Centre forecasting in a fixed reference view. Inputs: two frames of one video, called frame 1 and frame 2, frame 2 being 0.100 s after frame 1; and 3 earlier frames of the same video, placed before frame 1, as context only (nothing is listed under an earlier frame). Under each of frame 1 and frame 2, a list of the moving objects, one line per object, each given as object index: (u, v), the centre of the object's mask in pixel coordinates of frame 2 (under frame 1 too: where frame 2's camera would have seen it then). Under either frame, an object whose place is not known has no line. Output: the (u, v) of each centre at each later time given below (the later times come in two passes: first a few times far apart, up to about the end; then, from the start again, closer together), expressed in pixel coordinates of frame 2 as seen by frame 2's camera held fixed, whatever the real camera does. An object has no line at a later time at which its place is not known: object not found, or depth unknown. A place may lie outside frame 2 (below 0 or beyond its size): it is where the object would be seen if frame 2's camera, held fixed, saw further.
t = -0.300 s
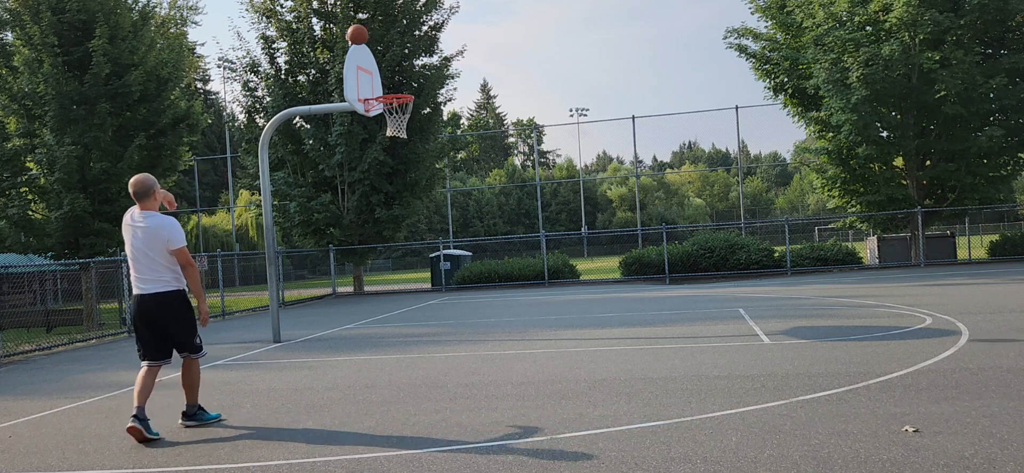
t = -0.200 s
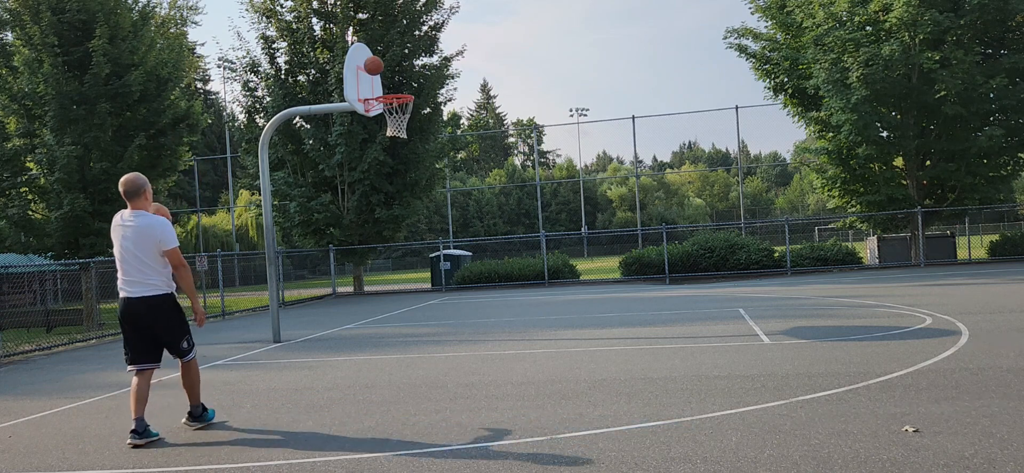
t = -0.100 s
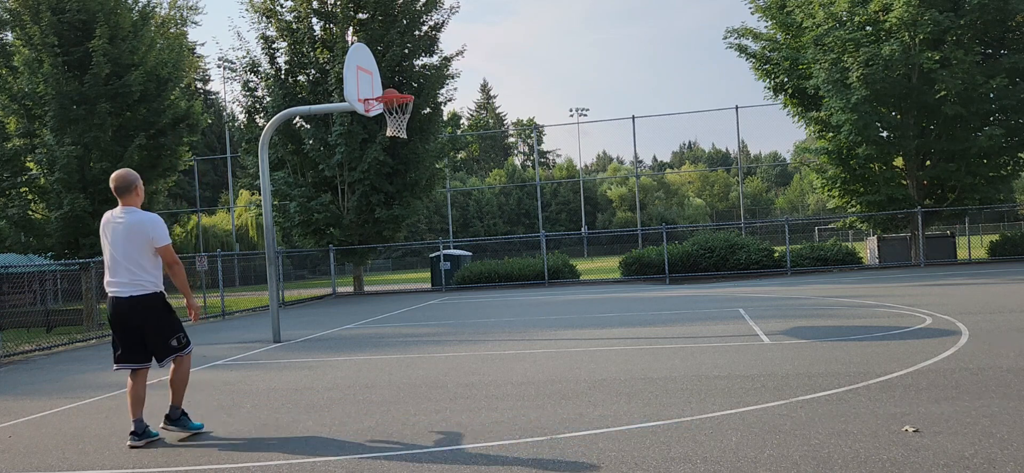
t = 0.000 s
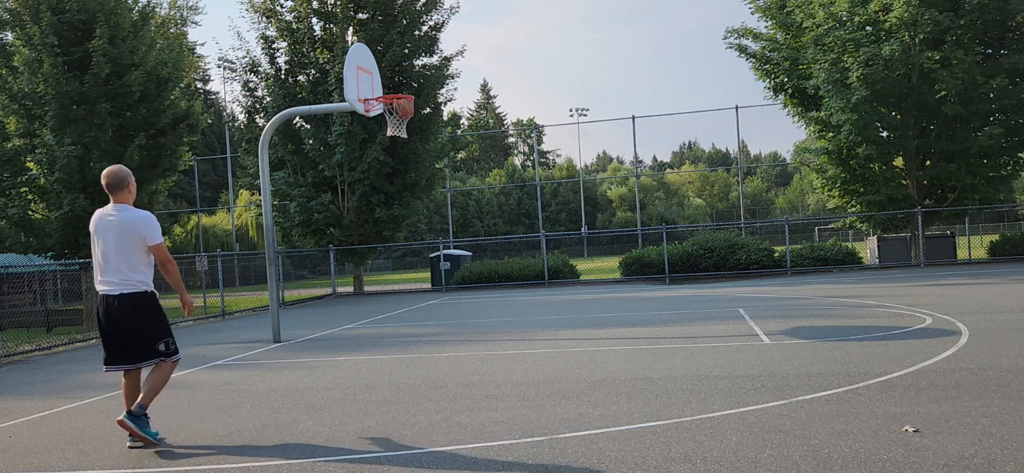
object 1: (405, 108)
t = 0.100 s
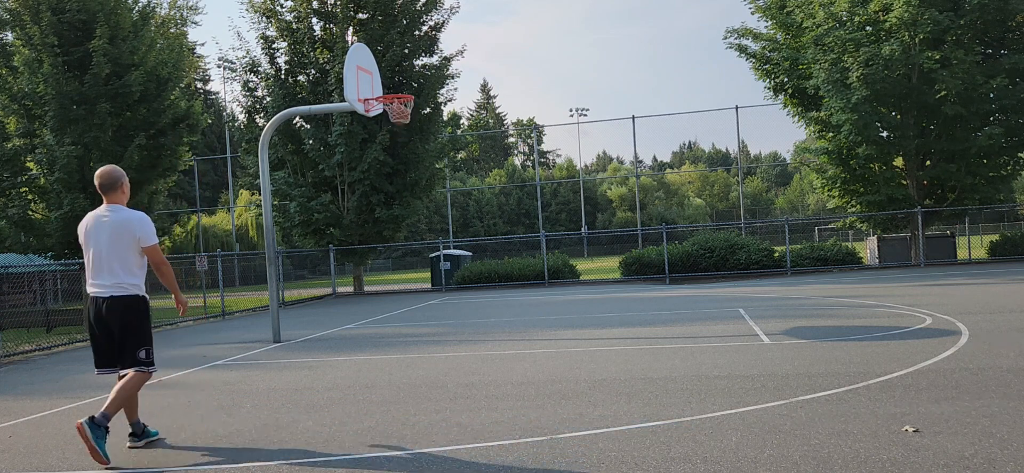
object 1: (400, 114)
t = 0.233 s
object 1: (387, 120)
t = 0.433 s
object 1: (380, 135)
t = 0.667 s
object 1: (382, 189)
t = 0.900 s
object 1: (387, 281)
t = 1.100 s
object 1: (389, 286)
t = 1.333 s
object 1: (389, 225)
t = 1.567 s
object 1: (391, 205)
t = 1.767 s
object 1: (395, 218)
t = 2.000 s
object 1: (402, 266)
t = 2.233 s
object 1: (407, 298)
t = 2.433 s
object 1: (406, 260)
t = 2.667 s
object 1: (407, 249)
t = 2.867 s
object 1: (410, 267)
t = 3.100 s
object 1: (414, 309)
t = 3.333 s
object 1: (414, 273)
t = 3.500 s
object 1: (415, 268)
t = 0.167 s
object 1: (395, 118)
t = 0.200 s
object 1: (389, 121)
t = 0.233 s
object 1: (387, 120)
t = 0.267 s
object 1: (385, 119)
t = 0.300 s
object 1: (382, 124)
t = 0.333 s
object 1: (381, 127)
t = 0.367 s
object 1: (381, 130)
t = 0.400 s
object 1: (381, 132)
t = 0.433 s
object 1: (380, 135)
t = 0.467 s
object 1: (380, 140)
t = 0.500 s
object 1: (380, 146)
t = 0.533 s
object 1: (380, 153)
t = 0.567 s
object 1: (381, 161)
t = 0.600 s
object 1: (381, 169)
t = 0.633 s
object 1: (382, 179)
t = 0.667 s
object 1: (382, 189)
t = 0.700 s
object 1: (382, 200)
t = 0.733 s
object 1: (383, 212)
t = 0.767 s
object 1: (384, 224)
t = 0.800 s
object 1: (384, 237)
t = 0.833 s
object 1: (385, 251)
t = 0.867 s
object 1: (386, 265)
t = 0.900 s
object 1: (387, 281)
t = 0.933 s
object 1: (388, 296)
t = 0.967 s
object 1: (389, 313)
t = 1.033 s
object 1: (390, 310)
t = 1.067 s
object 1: (389, 298)
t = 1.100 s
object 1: (389, 286)
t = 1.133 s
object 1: (389, 274)
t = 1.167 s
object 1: (389, 264)
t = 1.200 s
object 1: (388, 255)
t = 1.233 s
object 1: (388, 246)
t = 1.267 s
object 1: (389, 238)
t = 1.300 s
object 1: (389, 232)
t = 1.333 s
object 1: (389, 225)
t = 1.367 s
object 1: (389, 220)
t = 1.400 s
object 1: (389, 216)
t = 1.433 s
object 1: (389, 212)
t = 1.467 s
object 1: (390, 209)
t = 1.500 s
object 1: (390, 207)
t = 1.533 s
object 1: (391, 206)
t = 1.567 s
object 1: (391, 205)
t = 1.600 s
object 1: (391, 205)
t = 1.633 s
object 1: (392, 206)
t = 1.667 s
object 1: (393, 208)
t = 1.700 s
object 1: (393, 211)
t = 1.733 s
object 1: (394, 214)
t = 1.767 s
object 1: (395, 218)
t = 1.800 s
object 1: (396, 223)
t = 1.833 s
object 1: (397, 228)
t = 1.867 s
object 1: (398, 234)
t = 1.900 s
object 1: (398, 241)
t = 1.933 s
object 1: (400, 249)
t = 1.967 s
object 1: (401, 257)
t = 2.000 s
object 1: (402, 266)
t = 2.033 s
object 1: (403, 276)
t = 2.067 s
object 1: (404, 287)
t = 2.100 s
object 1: (405, 297)
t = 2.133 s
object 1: (407, 310)
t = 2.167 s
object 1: (408, 316)
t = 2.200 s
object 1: (407, 306)
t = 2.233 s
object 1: (407, 298)
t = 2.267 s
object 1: (407, 289)
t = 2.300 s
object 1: (406, 282)
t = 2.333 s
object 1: (406, 275)
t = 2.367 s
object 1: (406, 269)
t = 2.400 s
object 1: (406, 264)
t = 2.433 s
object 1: (406, 260)
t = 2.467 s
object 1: (406, 256)
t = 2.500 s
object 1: (406, 253)
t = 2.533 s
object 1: (406, 251)
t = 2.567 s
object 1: (406, 249)
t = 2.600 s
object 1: (406, 248)
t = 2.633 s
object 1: (406, 248)
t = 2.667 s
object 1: (407, 249)
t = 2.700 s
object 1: (407, 250)
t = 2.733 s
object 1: (408, 252)
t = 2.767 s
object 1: (408, 255)
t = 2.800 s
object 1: (408, 258)
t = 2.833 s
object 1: (409, 262)
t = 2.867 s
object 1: (410, 267)
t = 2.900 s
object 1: (410, 272)
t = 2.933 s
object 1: (411, 279)
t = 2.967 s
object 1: (411, 286)
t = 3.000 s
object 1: (412, 293)
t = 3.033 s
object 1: (413, 301)
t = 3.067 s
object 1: (414, 310)
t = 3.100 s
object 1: (414, 309)
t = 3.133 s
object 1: (414, 302)
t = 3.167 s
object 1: (414, 295)
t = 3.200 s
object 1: (414, 290)
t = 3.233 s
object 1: (414, 284)
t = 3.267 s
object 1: (414, 280)
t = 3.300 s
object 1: (414, 276)
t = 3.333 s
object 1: (414, 273)
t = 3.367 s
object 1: (414, 271)
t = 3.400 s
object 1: (414, 269)
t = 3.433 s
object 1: (415, 268)
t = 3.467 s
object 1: (415, 268)
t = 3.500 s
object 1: (415, 268)
